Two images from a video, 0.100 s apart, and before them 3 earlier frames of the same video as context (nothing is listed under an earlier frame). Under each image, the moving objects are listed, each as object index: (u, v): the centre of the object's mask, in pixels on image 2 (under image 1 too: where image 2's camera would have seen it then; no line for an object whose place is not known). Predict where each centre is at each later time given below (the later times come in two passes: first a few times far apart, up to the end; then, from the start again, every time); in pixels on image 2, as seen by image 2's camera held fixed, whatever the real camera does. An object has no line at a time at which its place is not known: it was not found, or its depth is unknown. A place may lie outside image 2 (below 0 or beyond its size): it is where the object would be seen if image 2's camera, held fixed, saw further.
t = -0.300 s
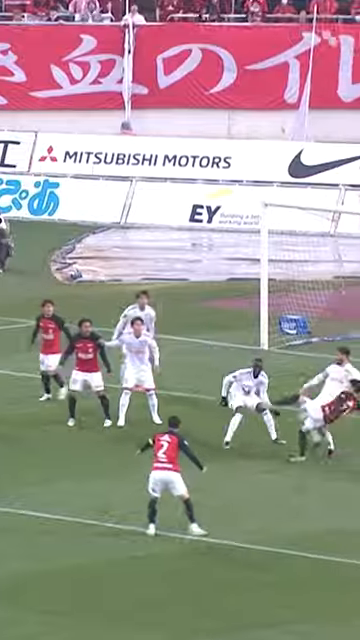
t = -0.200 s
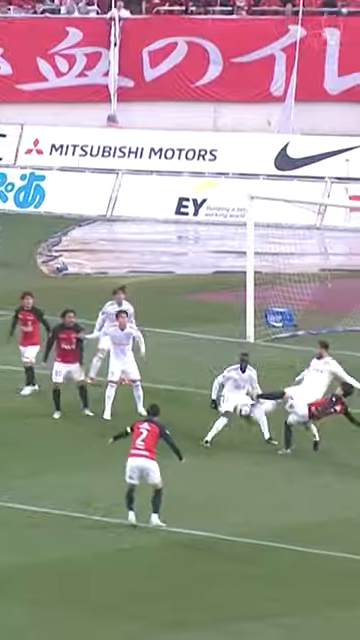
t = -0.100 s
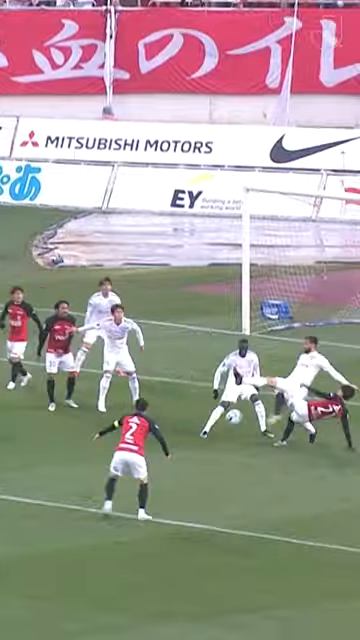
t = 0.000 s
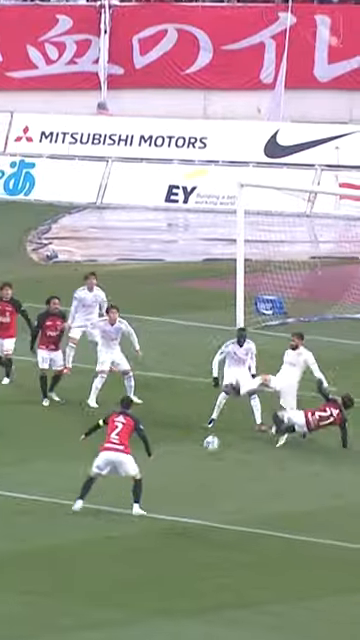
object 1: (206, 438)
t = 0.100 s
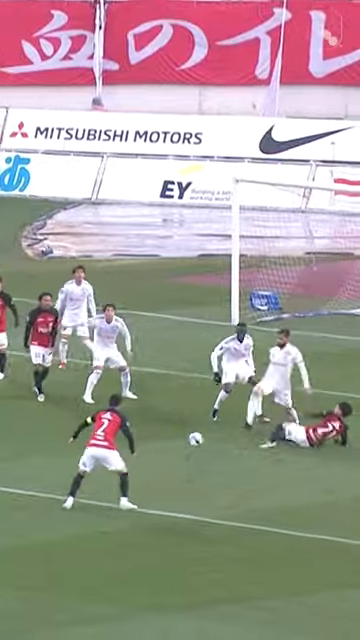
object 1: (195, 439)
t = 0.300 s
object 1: (179, 436)
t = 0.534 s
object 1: (160, 469)
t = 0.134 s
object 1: (193, 436)
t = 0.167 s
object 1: (190, 435)
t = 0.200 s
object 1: (186, 435)
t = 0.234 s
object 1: (184, 435)
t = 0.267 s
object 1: (182, 435)
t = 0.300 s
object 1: (179, 436)
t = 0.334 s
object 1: (177, 438)
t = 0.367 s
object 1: (175, 441)
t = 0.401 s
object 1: (171, 445)
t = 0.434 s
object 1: (169, 449)
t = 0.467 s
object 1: (167, 453)
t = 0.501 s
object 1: (165, 459)
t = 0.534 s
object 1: (160, 469)
